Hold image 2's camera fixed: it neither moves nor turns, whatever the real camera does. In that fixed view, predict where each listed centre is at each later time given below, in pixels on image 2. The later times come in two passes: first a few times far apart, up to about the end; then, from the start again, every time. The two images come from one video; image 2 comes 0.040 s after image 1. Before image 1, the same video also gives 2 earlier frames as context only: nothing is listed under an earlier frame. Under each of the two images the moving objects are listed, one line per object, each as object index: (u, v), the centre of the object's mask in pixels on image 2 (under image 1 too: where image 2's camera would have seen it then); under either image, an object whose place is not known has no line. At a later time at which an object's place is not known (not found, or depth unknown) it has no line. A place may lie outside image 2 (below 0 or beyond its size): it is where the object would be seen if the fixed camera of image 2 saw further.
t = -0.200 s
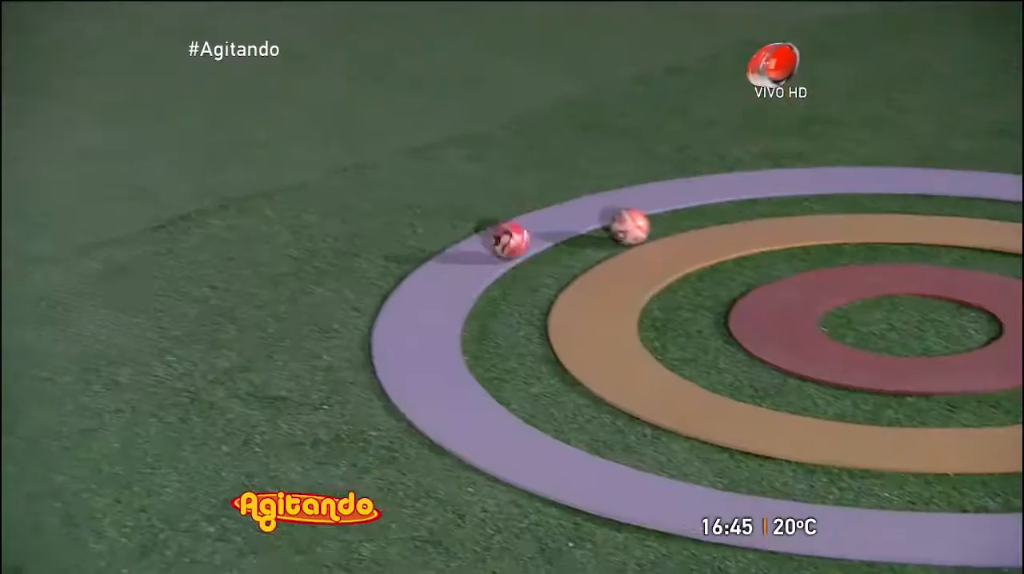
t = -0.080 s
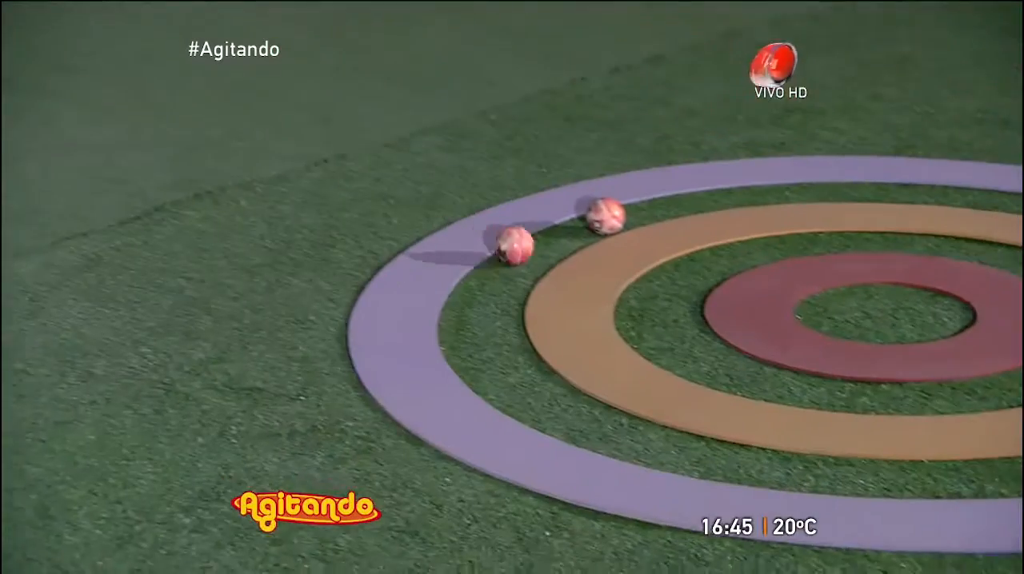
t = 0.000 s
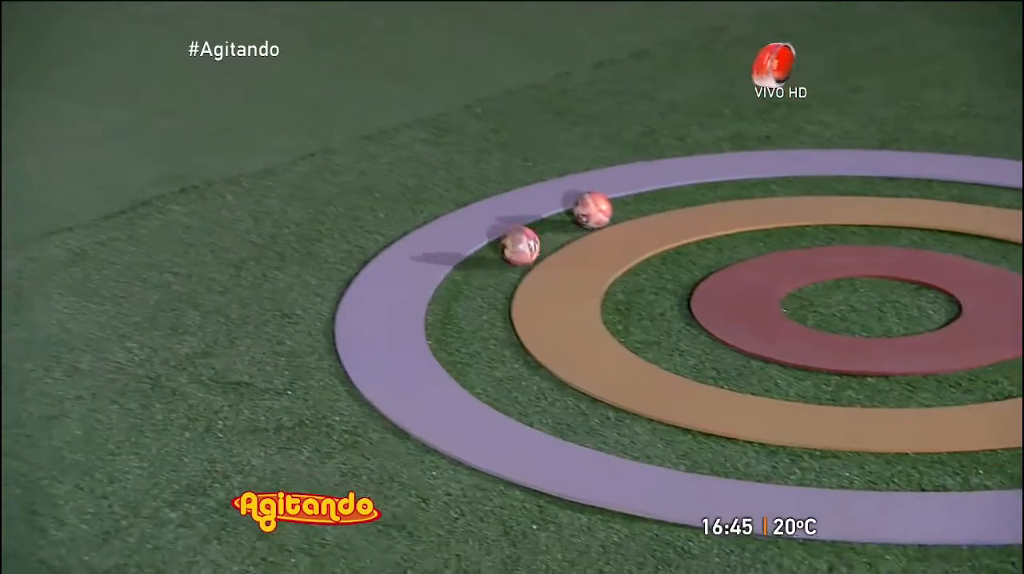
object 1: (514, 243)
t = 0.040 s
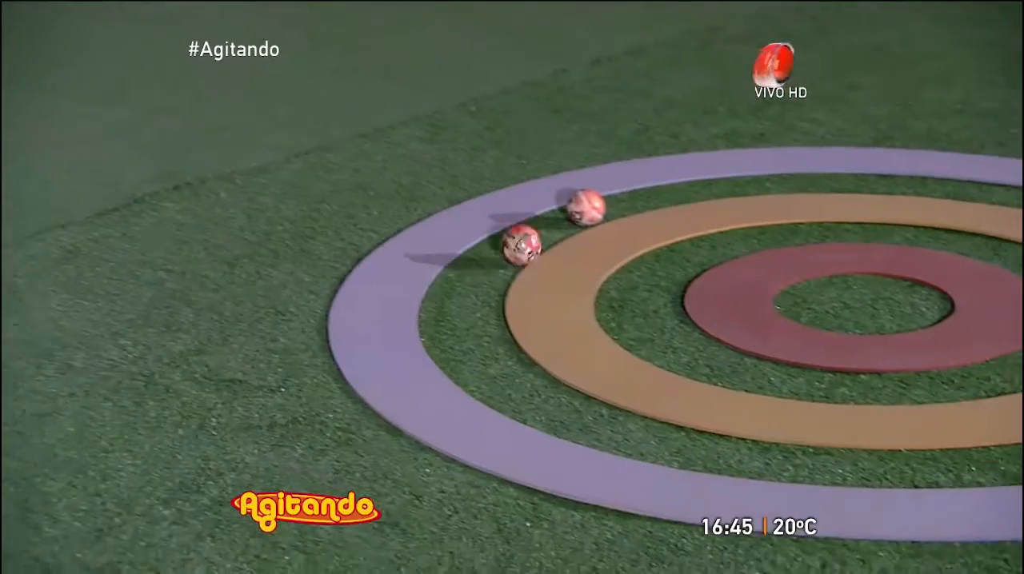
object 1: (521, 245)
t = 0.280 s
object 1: (547, 257)
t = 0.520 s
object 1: (578, 276)
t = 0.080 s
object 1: (524, 243)
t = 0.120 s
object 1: (529, 246)
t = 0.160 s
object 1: (533, 248)
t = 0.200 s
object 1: (537, 251)
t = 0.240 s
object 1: (542, 254)
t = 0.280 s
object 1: (547, 257)
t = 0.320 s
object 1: (552, 260)
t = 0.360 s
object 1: (557, 263)
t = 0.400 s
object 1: (563, 266)
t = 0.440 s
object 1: (568, 270)
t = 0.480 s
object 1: (573, 273)
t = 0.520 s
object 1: (578, 276)
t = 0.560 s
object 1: (583, 280)
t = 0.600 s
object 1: (589, 283)
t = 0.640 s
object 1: (595, 286)
